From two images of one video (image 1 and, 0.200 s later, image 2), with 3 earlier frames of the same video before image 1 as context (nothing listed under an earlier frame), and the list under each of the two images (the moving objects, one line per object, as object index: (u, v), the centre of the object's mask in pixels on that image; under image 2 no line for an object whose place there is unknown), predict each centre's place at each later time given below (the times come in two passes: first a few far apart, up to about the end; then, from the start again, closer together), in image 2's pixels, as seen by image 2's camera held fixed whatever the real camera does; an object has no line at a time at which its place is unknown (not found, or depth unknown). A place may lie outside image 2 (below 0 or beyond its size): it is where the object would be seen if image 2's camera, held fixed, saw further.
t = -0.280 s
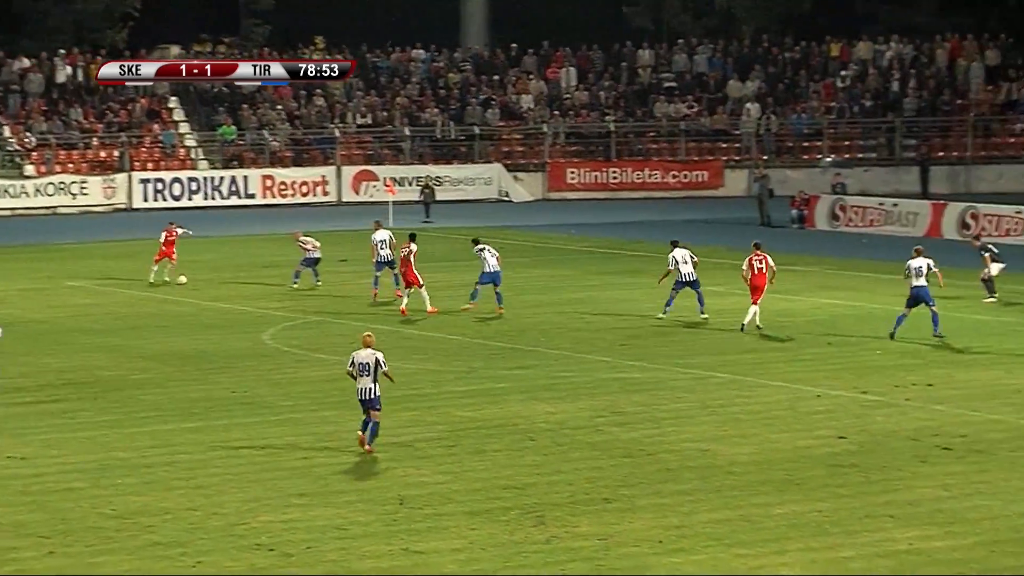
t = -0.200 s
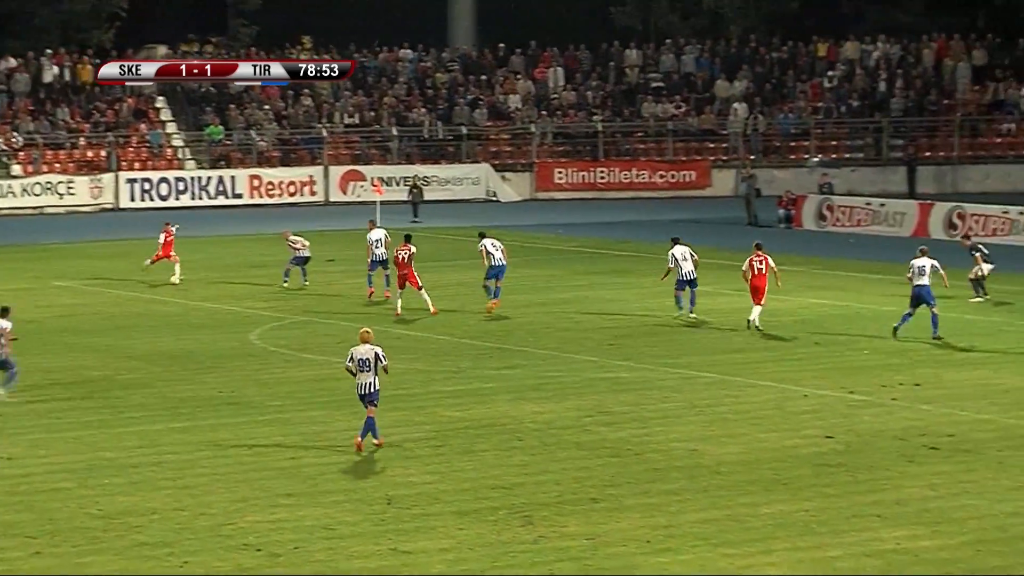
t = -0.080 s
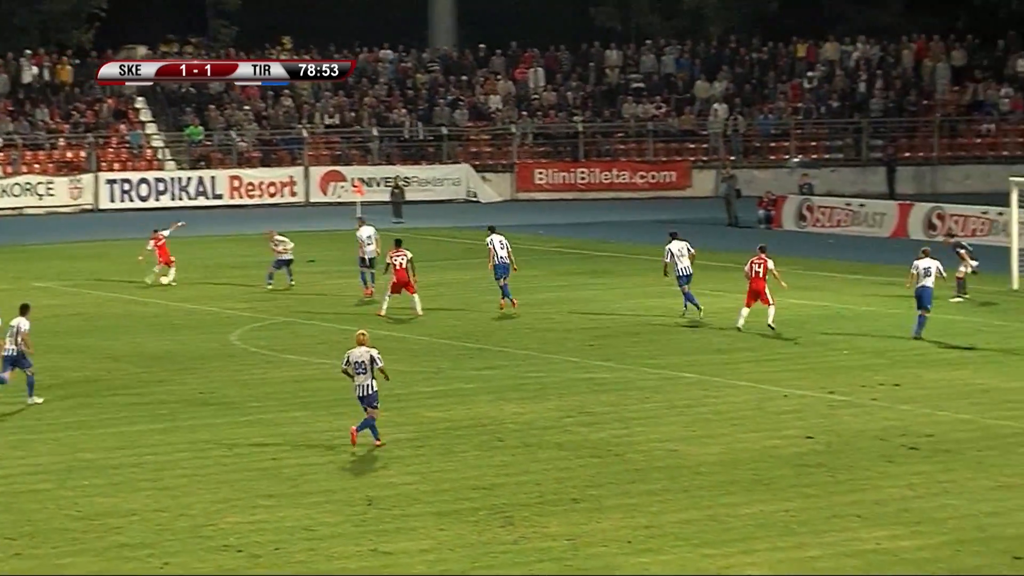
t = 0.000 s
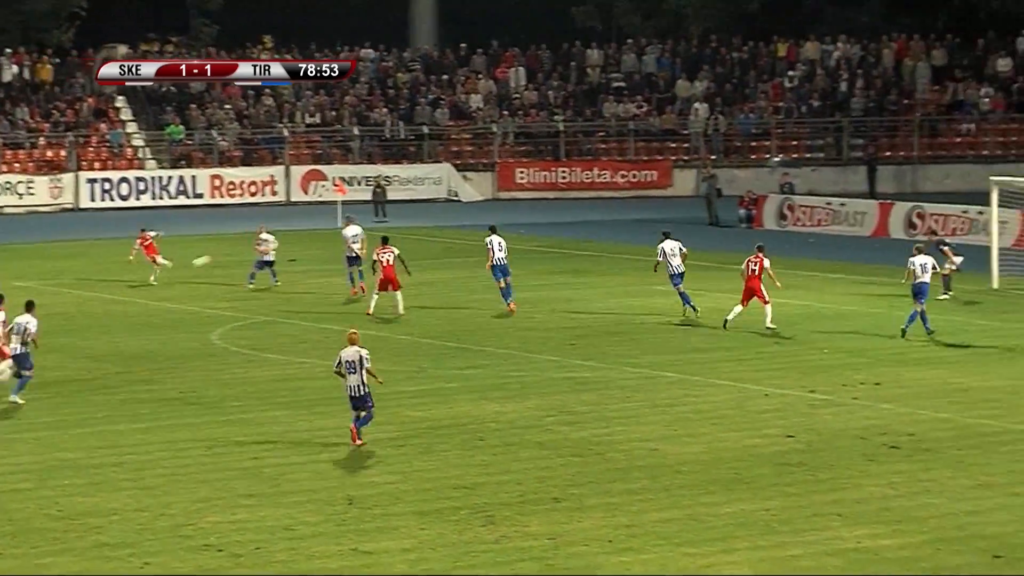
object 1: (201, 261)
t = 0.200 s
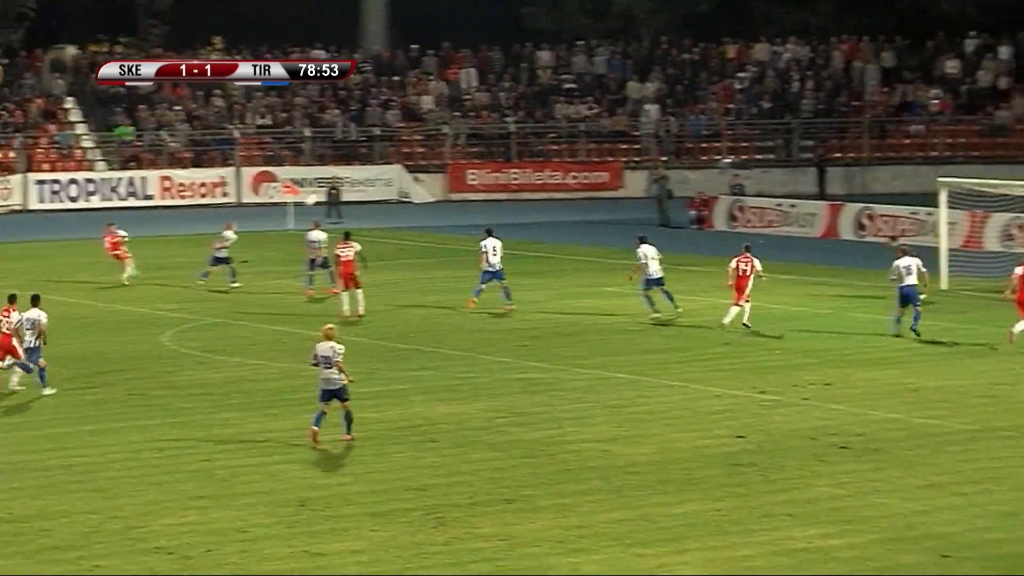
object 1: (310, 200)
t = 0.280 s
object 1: (371, 177)
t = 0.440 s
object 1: (490, 146)
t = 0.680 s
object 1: (672, 121)
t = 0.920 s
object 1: (858, 126)
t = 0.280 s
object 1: (371, 177)
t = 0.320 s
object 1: (401, 168)
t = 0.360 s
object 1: (430, 160)
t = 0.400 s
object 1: (460, 153)
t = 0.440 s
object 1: (490, 146)
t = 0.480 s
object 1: (519, 139)
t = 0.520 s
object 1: (549, 134)
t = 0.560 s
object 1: (579, 130)
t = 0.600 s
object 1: (611, 126)
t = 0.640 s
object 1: (641, 123)
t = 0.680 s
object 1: (672, 121)
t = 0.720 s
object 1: (703, 120)
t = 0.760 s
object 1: (733, 120)
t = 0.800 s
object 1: (764, 120)
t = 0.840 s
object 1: (795, 121)
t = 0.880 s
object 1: (826, 123)
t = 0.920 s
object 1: (858, 126)
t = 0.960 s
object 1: (891, 130)
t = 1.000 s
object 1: (922, 134)
